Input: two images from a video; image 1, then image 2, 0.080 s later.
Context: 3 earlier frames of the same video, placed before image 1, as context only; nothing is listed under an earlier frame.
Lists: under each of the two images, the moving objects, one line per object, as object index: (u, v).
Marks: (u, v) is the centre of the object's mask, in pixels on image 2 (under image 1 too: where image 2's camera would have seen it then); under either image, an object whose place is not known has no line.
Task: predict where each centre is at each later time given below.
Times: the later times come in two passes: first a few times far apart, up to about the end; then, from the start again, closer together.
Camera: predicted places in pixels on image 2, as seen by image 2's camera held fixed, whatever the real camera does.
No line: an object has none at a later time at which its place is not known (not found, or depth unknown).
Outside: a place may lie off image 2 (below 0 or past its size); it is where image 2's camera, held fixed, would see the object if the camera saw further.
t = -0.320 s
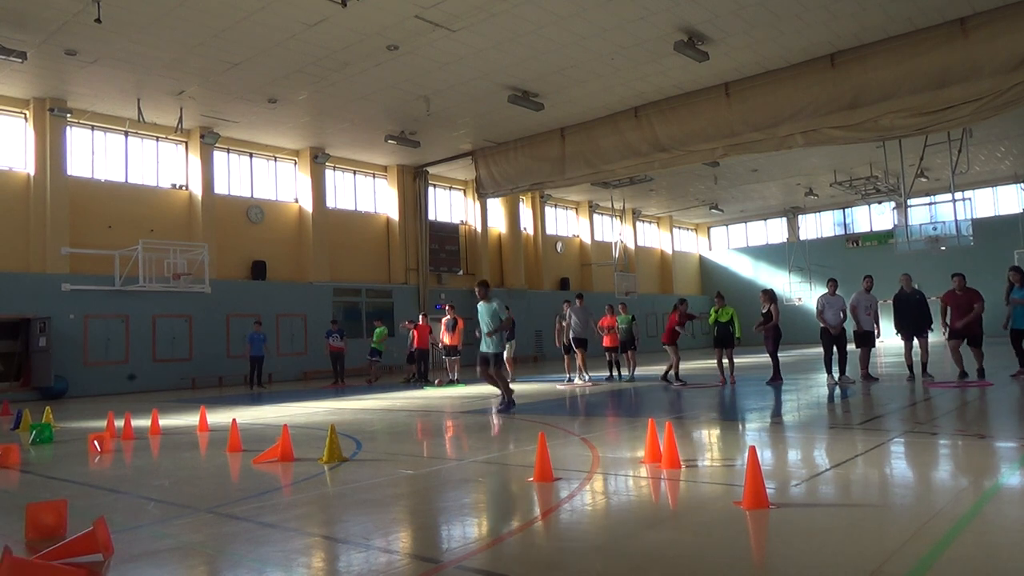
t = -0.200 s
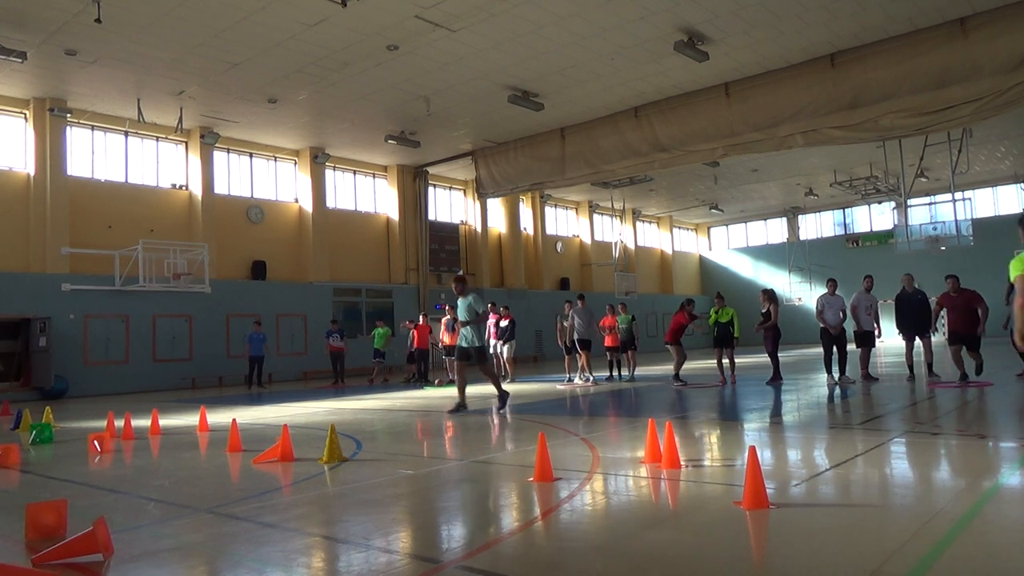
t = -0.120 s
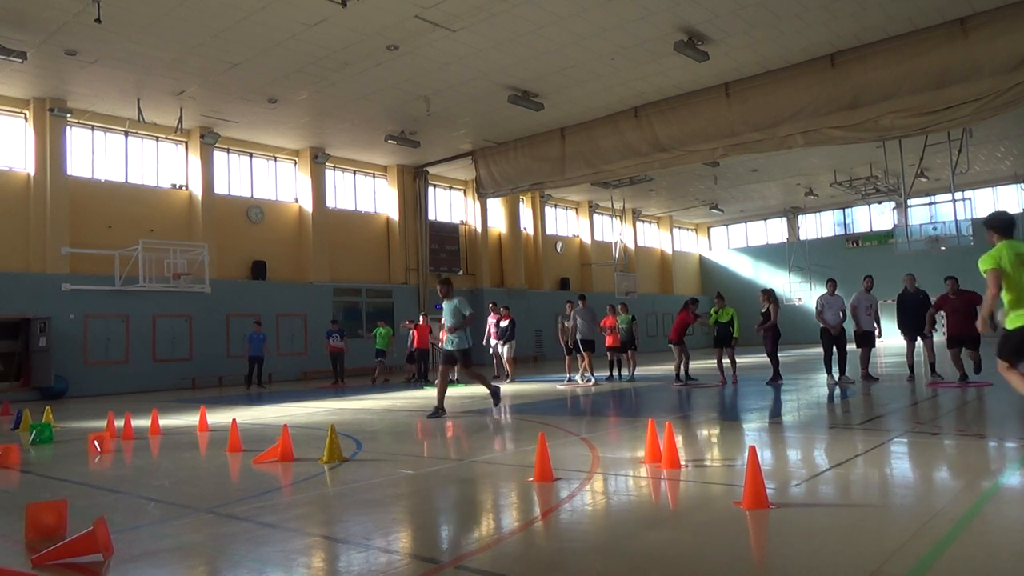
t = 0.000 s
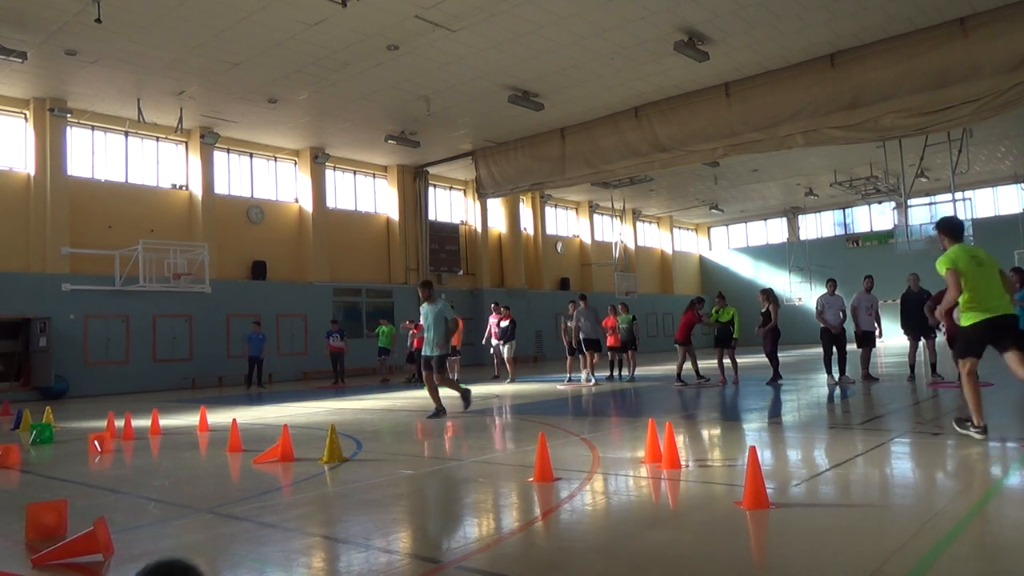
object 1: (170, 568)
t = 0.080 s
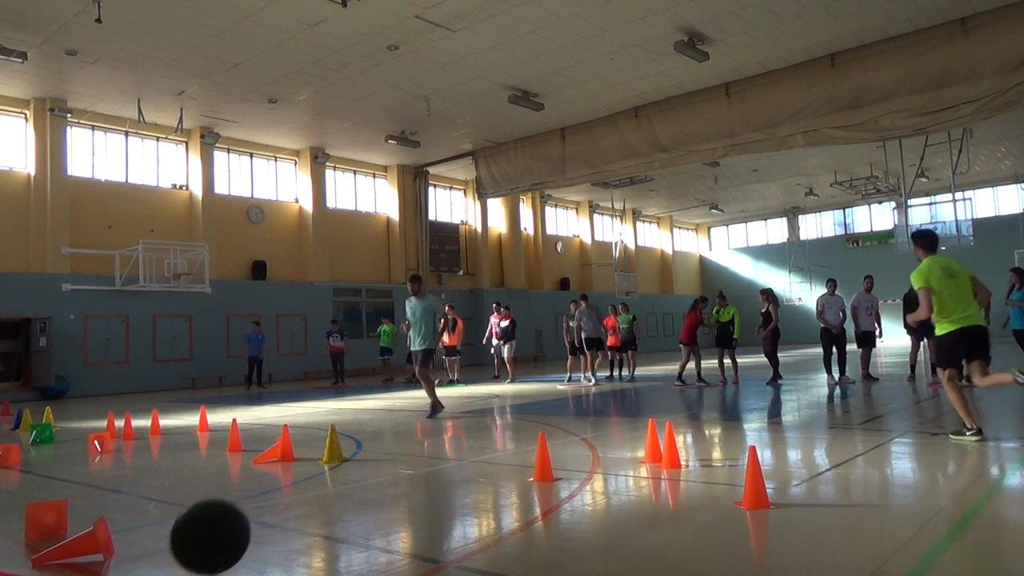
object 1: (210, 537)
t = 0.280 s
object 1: (308, 504)
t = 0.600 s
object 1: (438, 553)
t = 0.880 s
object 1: (527, 517)
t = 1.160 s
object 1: (602, 513)
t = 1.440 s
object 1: (668, 539)
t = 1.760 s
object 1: (732, 523)
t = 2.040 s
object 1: (778, 507)
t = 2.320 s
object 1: (815, 487)
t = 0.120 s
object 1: (231, 517)
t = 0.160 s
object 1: (251, 505)
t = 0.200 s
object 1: (271, 499)
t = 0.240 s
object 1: (289, 498)
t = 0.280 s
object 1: (308, 504)
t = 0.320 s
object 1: (326, 515)
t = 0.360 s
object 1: (344, 531)
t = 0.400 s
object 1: (362, 550)
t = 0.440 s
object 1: (380, 563)
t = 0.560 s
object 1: (425, 565)
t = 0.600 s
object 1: (438, 553)
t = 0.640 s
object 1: (451, 536)
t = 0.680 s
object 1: (464, 520)
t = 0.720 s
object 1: (477, 510)
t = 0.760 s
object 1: (490, 504)
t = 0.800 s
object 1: (502, 504)
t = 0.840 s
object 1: (514, 508)
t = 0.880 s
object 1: (527, 517)
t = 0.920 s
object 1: (539, 531)
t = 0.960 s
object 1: (551, 548)
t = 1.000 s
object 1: (563, 560)
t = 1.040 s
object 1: (573, 557)
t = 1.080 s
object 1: (583, 540)
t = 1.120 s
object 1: (593, 524)
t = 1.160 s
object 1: (602, 513)
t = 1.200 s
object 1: (612, 506)
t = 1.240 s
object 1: (621, 504)
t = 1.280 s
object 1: (631, 505)
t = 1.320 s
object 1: (640, 511)
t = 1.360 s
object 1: (650, 520)
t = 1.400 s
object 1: (659, 534)
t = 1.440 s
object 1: (668, 539)
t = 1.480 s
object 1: (676, 523)
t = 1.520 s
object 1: (684, 512)
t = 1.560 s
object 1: (692, 504)
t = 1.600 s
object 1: (700, 501)
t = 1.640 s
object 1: (708, 501)
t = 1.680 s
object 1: (716, 505)
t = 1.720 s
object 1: (724, 513)
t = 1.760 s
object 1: (732, 523)
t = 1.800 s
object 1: (738, 511)
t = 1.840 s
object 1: (744, 503)
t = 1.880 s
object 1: (751, 497)
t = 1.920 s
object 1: (758, 495)
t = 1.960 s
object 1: (764, 497)
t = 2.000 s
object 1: (771, 502)
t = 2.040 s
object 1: (778, 507)
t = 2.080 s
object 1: (783, 497)
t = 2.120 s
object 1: (788, 491)
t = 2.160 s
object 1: (794, 489)
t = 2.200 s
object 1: (799, 490)
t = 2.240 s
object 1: (805, 494)
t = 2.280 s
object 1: (810, 494)
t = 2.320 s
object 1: (815, 487)
